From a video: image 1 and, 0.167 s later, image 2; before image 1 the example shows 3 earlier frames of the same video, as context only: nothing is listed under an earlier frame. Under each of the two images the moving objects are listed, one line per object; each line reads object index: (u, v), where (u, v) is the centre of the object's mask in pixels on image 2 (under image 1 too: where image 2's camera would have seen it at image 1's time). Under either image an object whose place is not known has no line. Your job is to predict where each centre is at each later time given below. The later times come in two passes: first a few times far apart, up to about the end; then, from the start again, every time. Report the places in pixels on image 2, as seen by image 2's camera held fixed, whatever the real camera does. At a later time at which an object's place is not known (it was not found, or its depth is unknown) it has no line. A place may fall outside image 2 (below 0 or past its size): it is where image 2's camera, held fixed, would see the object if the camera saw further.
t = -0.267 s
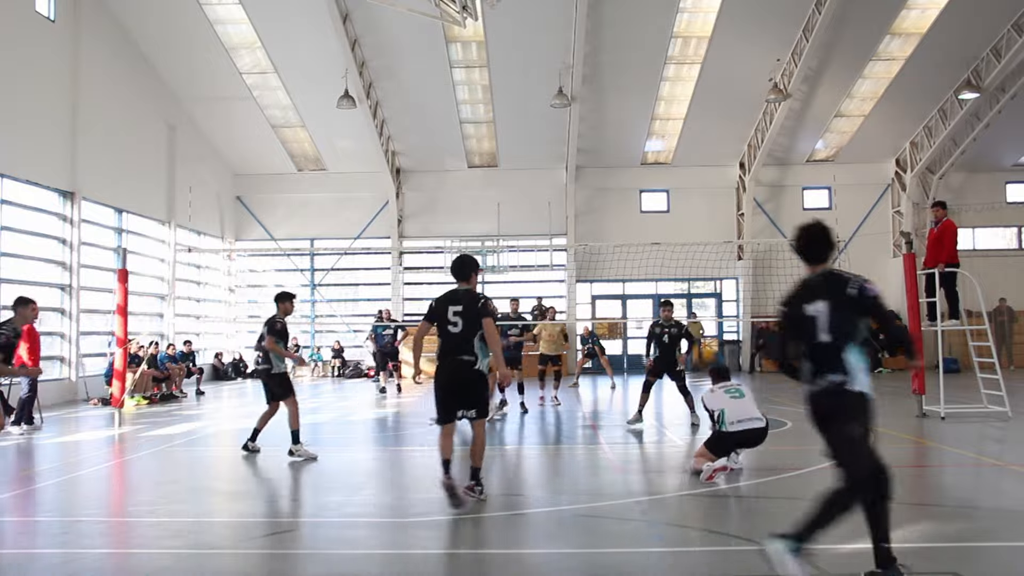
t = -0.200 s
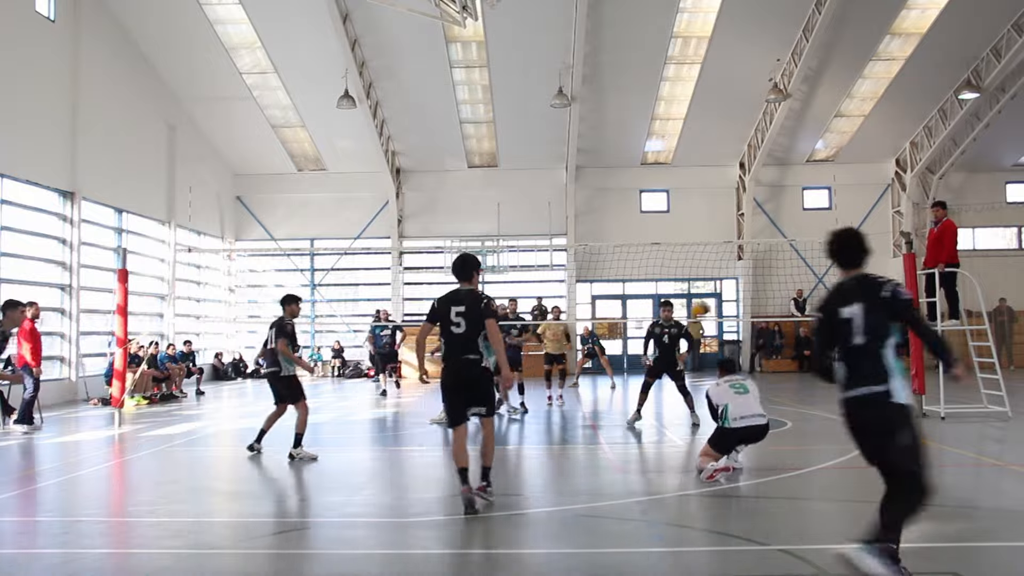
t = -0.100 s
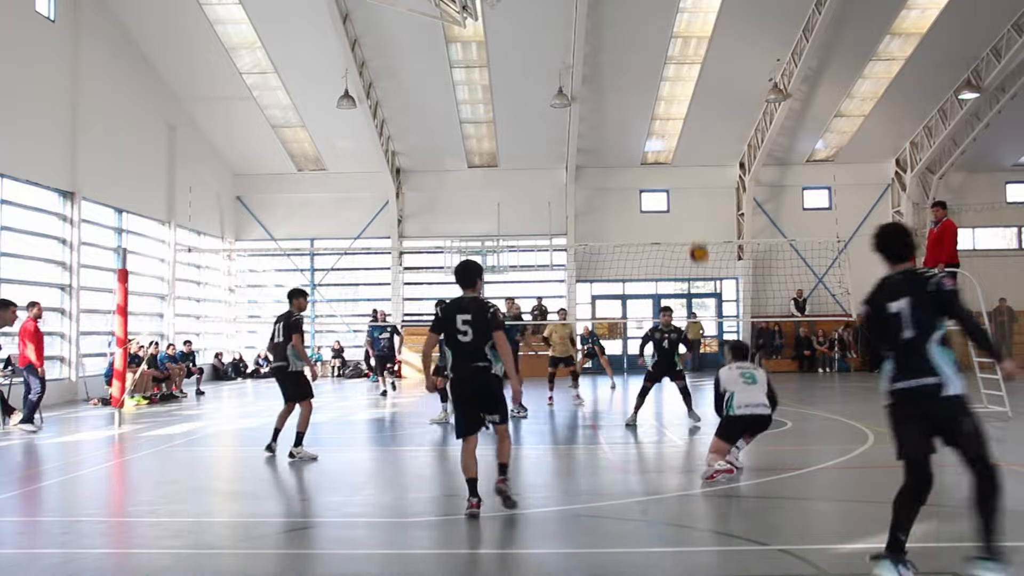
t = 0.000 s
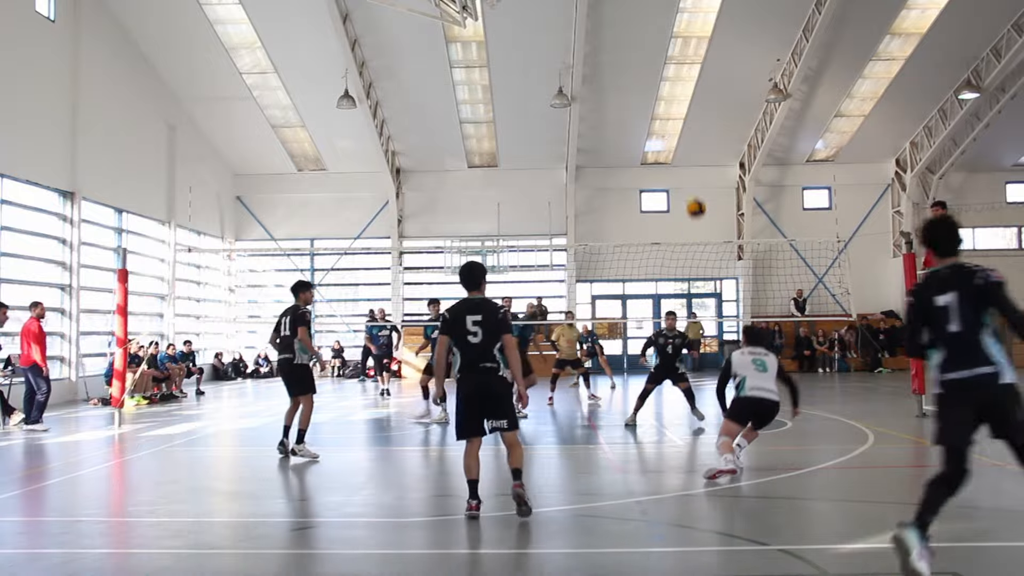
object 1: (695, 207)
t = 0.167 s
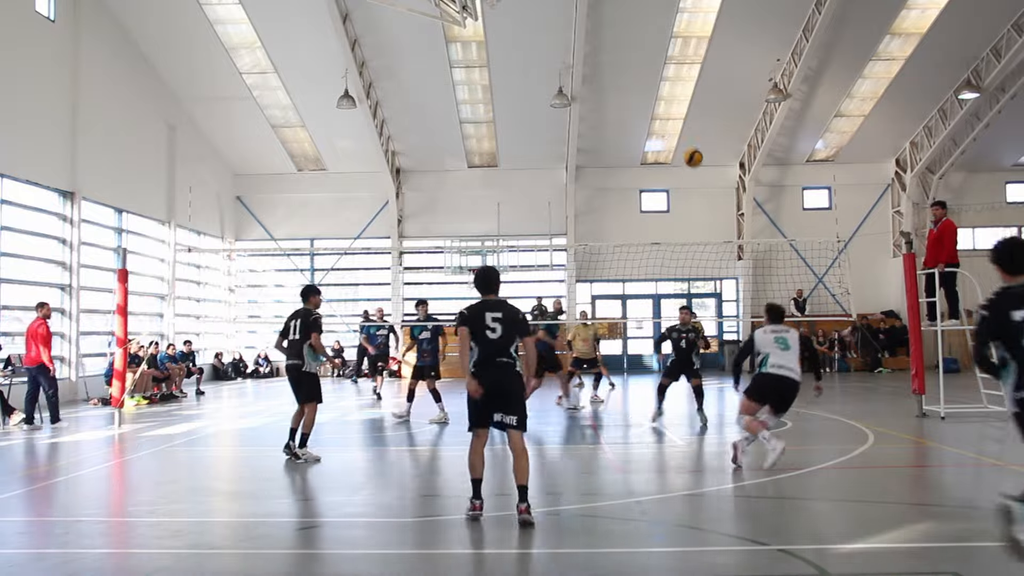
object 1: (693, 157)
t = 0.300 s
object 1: (692, 137)
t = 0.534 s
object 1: (692, 136)
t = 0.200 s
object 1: (693, 151)
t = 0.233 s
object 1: (692, 145)
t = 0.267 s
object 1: (692, 140)
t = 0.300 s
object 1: (692, 137)
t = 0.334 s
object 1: (692, 134)
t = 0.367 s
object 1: (691, 132)
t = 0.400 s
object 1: (691, 131)
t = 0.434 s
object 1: (691, 131)
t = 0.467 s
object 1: (691, 131)
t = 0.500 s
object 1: (692, 133)
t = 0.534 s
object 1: (692, 136)
